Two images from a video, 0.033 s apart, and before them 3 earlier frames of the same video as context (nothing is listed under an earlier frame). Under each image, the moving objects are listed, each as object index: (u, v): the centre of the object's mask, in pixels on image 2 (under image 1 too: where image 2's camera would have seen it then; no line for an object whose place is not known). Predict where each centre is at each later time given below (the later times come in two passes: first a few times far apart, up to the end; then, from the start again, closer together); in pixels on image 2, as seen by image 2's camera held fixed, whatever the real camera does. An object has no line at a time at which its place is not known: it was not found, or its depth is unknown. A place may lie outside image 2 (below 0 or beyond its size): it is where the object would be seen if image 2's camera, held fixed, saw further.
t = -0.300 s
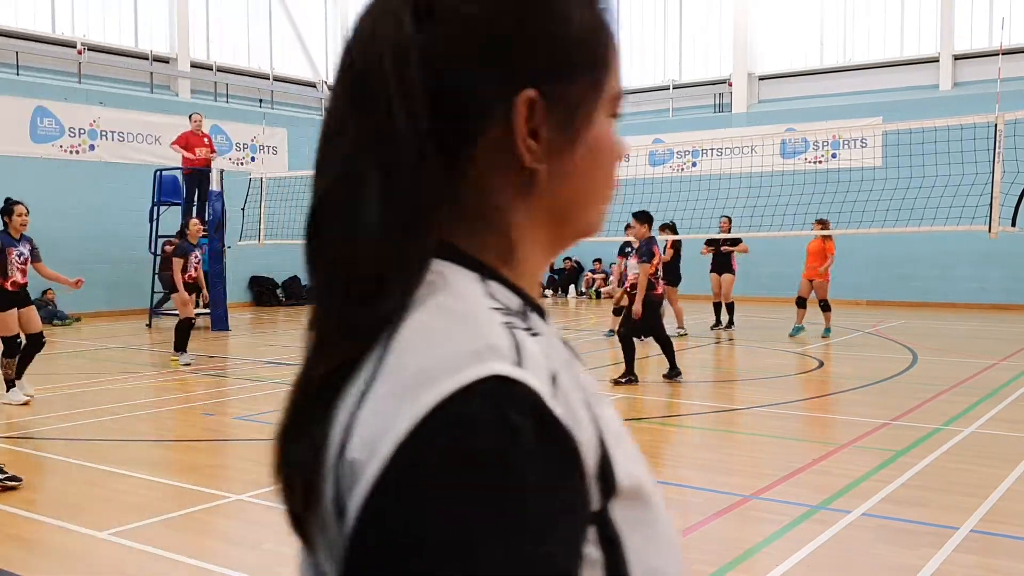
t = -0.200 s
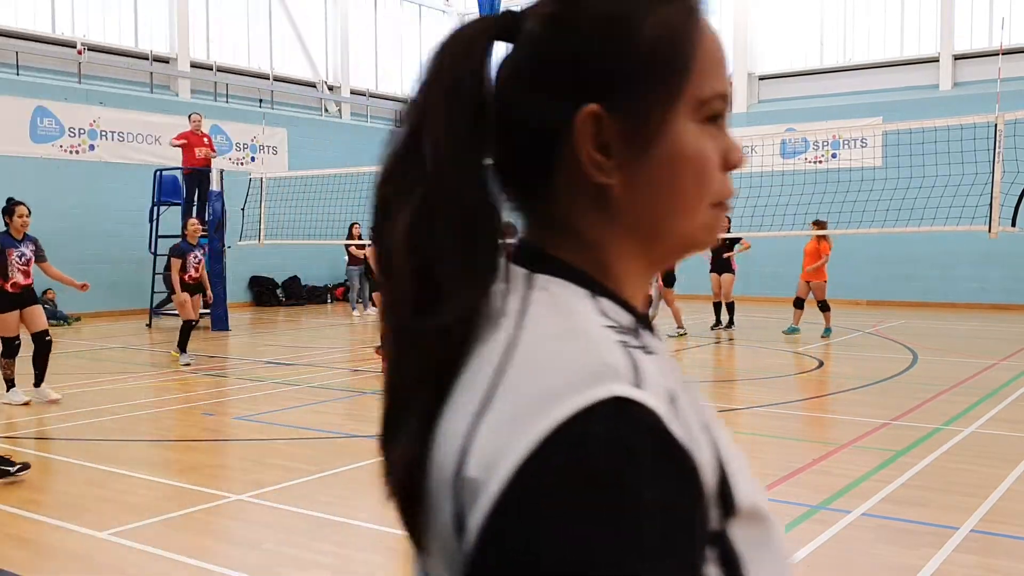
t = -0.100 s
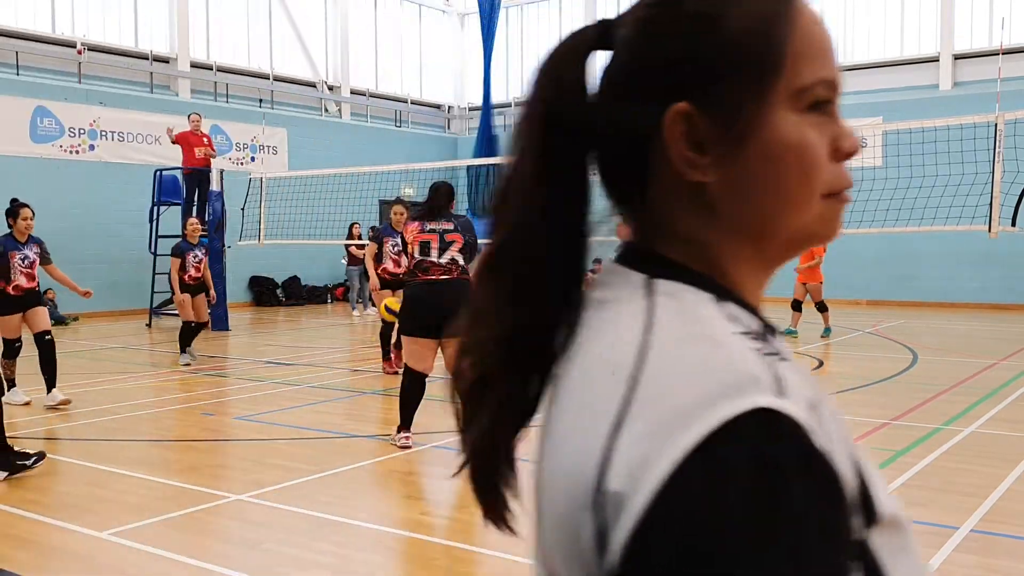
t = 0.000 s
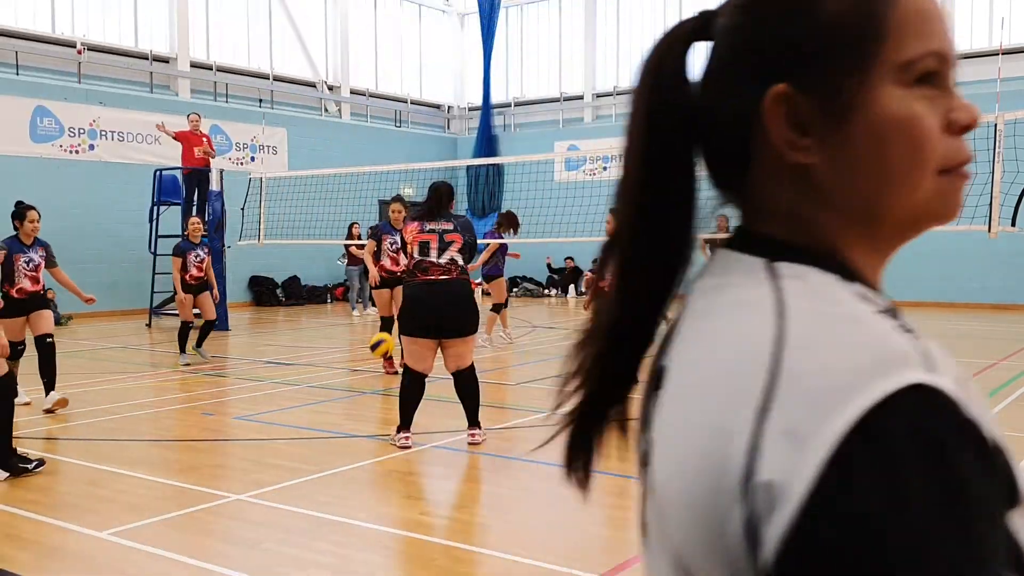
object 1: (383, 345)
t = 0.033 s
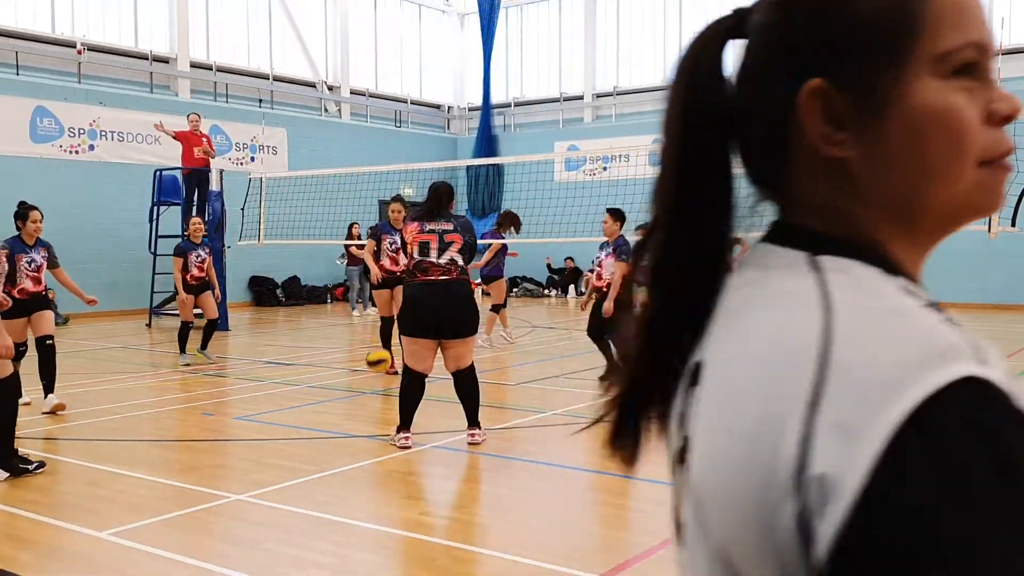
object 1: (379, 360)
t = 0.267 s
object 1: (370, 337)
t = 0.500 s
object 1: (364, 328)
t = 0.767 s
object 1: (362, 408)
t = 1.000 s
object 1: (353, 371)
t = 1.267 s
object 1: (344, 414)
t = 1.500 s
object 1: (334, 416)
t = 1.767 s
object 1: (317, 469)
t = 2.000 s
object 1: (306, 460)
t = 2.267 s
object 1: (288, 504)
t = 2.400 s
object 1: (276, 516)
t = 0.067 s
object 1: (375, 376)
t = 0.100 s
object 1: (375, 383)
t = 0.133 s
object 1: (372, 371)
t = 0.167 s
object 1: (372, 361)
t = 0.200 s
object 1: (371, 353)
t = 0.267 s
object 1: (370, 337)
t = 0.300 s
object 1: (368, 332)
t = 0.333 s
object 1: (370, 329)
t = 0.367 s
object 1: (368, 326)
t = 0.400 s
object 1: (370, 324)
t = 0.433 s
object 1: (367, 323)
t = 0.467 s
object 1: (364, 325)
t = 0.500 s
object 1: (364, 328)
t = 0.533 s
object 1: (365, 332)
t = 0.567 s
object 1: (365, 339)
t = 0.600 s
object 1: (364, 347)
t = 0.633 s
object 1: (363, 355)
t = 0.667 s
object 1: (363, 366)
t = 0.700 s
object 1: (362, 378)
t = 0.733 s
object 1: (360, 394)
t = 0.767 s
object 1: (362, 408)
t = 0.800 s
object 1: (360, 407)
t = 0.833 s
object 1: (356, 398)
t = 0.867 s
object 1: (356, 389)
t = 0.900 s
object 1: (356, 384)
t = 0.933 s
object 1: (355, 377)
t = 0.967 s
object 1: (354, 372)
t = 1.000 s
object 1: (353, 371)
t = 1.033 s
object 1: (351, 370)
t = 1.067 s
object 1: (349, 370)
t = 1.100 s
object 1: (347, 372)
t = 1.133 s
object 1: (347, 381)
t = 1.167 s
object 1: (346, 384)
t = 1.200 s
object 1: (346, 392)
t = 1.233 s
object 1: (344, 403)
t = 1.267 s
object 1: (344, 414)
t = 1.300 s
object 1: (341, 428)
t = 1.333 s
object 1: (344, 445)
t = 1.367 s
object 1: (338, 438)
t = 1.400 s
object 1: (338, 428)
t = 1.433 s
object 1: (337, 424)
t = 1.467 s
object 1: (335, 418)
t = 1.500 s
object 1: (334, 416)
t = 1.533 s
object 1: (332, 415)
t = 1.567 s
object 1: (329, 415)
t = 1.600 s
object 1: (327, 418)
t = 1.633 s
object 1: (324, 422)
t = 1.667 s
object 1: (323, 430)
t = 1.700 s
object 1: (321, 441)
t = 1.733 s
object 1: (320, 452)
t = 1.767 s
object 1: (317, 469)
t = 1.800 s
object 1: (314, 481)
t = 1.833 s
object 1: (315, 474)
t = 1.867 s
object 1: (311, 466)
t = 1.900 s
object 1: (316, 463)
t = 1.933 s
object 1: (309, 459)
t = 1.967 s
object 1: (310, 459)
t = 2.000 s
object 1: (306, 460)
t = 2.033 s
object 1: (306, 465)
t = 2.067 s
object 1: (300, 473)
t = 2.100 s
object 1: (304, 483)
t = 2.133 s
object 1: (296, 496)
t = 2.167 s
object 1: (301, 513)
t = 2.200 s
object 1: (295, 513)
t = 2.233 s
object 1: (296, 507)
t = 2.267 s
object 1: (288, 504)
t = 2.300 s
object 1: (287, 503)
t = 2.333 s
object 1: (284, 505)
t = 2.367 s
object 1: (285, 505)
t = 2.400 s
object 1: (276, 516)
